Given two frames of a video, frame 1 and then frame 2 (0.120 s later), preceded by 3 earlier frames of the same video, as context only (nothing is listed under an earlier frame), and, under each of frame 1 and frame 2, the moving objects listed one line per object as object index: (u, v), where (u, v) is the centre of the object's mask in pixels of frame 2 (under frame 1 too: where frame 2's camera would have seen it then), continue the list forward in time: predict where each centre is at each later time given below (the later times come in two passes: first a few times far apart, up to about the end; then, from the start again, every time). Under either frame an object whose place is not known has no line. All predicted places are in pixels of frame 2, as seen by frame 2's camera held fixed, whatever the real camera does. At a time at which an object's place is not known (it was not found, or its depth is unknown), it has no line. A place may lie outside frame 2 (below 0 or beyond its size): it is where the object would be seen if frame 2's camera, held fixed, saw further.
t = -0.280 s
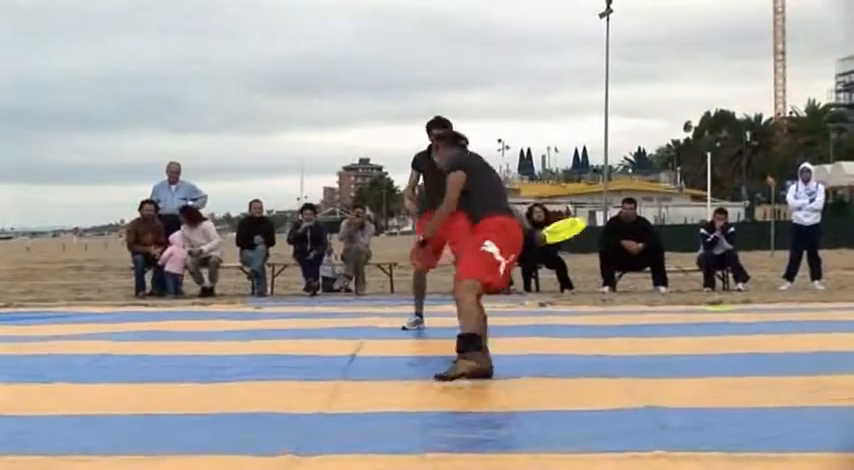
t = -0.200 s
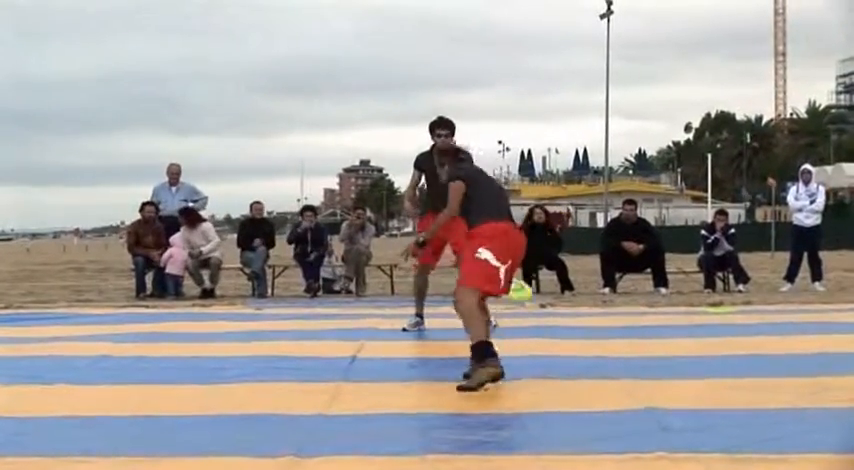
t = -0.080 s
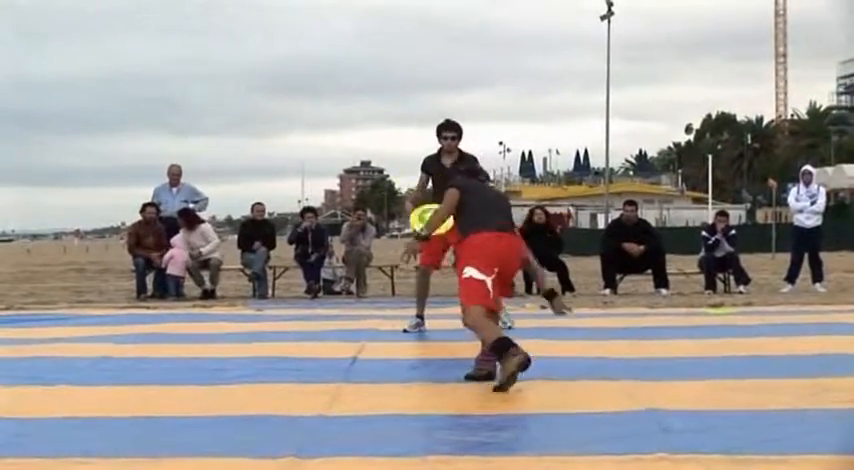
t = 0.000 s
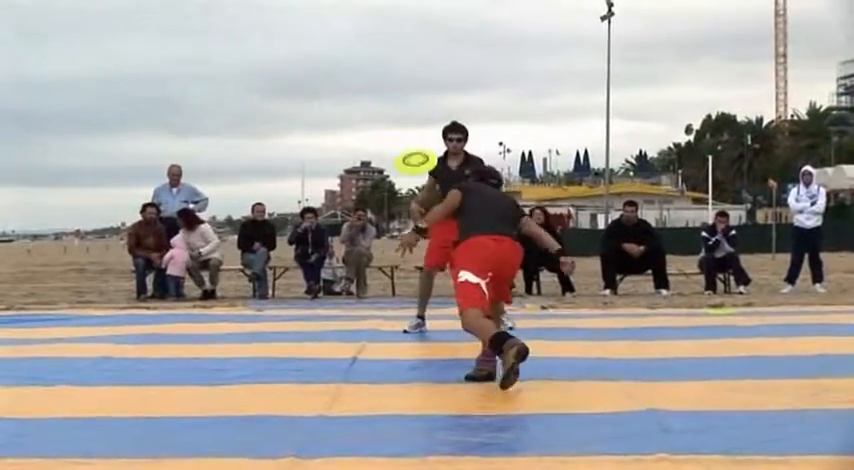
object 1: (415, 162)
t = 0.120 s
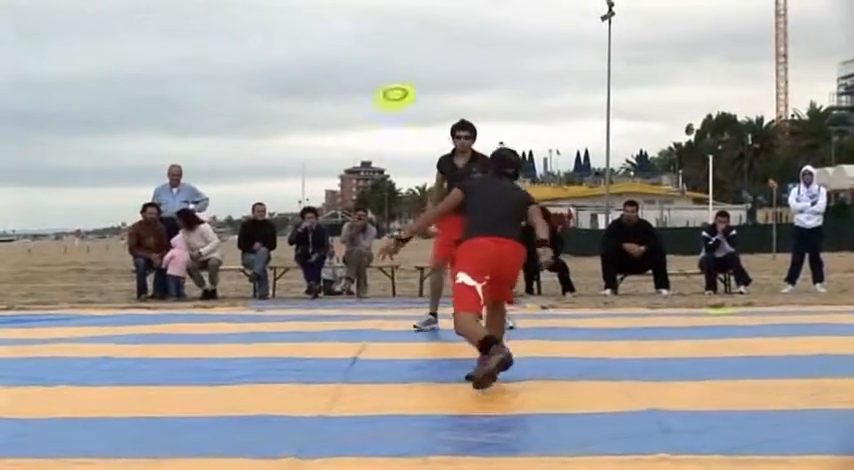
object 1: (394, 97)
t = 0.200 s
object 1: (382, 65)
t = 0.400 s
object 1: (356, 24)
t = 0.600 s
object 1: (336, 25)
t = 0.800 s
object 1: (321, 56)
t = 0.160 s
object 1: (388, 80)
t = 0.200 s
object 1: (382, 65)
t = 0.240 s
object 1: (376, 54)
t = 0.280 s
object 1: (370, 42)
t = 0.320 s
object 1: (366, 36)
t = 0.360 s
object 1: (361, 29)
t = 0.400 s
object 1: (356, 24)
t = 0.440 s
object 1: (353, 21)
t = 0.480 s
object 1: (349, 20)
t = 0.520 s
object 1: (343, 20)
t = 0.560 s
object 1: (340, 22)
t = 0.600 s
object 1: (336, 25)
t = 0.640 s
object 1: (333, 29)
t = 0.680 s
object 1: (330, 35)
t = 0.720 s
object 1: (326, 41)
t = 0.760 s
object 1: (323, 47)
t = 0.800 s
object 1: (321, 56)
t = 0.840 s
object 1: (317, 64)
